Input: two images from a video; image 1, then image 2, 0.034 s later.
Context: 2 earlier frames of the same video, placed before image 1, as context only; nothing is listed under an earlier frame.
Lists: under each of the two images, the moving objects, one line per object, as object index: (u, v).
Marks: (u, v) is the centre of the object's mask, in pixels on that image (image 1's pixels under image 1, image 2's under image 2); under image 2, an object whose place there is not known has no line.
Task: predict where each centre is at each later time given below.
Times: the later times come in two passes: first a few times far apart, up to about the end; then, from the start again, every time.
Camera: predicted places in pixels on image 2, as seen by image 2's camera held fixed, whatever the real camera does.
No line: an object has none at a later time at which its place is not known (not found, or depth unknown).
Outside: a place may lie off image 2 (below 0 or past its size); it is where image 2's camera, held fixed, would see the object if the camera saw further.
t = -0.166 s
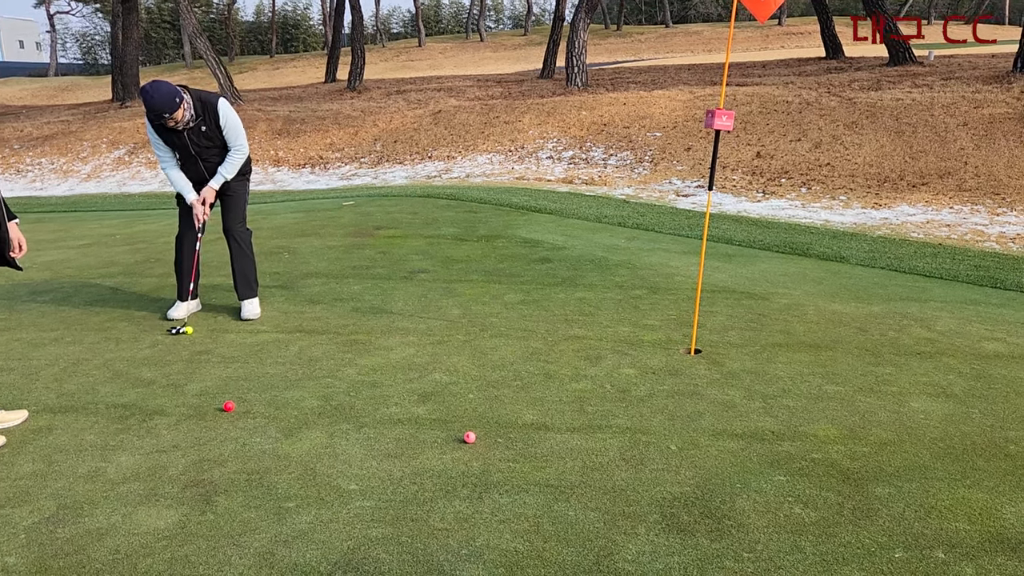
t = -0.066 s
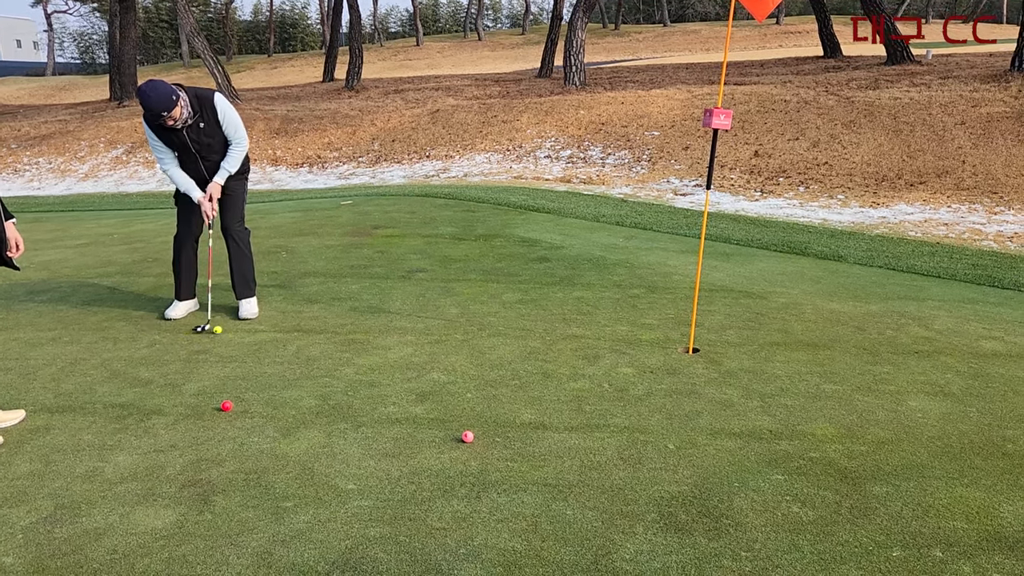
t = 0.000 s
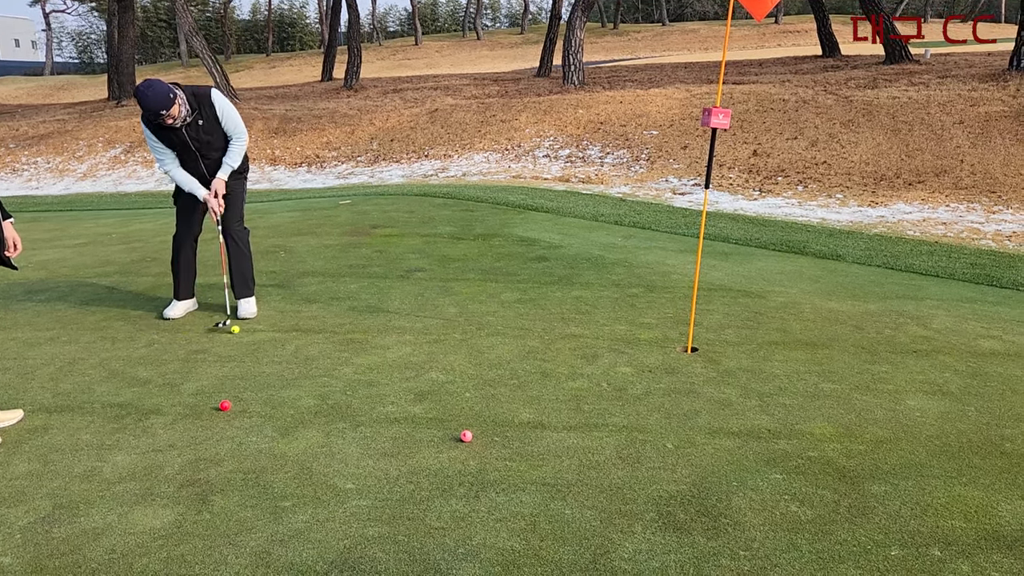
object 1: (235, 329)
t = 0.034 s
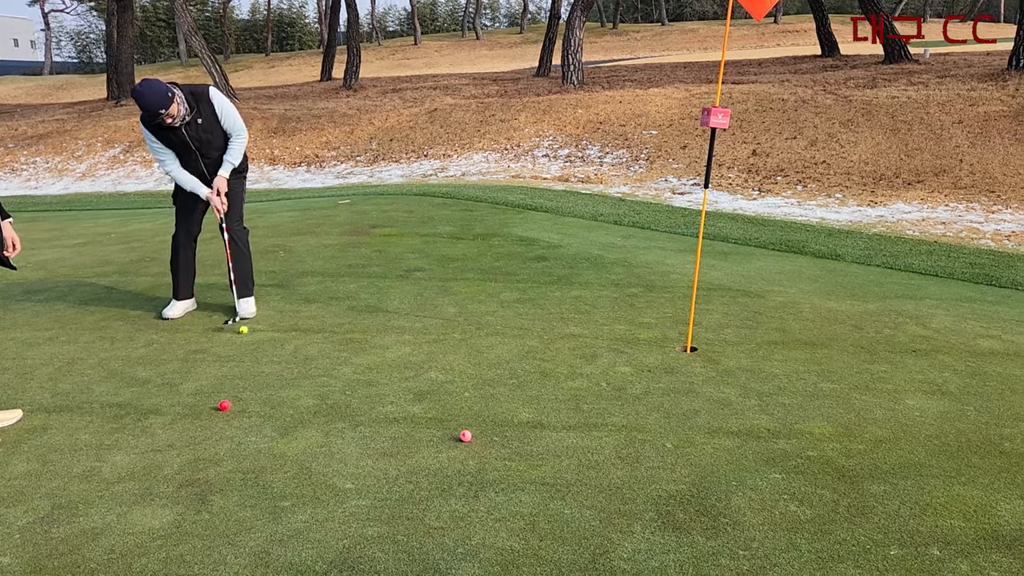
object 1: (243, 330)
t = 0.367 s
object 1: (330, 332)
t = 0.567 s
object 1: (378, 335)
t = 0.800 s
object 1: (430, 339)
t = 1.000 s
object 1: (472, 342)
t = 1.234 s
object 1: (518, 347)
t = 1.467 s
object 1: (561, 352)
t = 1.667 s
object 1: (595, 357)
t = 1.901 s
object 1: (633, 362)
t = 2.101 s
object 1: (663, 367)
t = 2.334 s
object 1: (696, 372)
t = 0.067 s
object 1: (252, 329)
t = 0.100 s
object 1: (261, 330)
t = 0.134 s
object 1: (270, 330)
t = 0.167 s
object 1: (279, 330)
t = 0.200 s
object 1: (288, 331)
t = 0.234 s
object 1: (296, 331)
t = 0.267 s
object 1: (305, 332)
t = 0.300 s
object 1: (313, 332)
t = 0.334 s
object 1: (321, 332)
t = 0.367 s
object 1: (330, 332)
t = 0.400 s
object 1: (338, 333)
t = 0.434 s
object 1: (346, 333)
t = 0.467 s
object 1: (355, 334)
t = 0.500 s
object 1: (362, 335)
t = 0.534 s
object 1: (370, 335)
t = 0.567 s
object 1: (378, 335)
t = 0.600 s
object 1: (385, 336)
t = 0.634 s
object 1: (393, 336)
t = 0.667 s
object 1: (400, 337)
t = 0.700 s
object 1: (408, 337)
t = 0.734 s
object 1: (415, 338)
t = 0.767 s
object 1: (423, 339)
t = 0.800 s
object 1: (430, 339)
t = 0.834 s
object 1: (437, 340)
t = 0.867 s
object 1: (444, 340)
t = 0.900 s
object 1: (451, 341)
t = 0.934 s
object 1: (458, 342)
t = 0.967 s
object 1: (466, 342)
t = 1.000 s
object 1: (472, 342)
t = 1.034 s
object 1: (479, 343)
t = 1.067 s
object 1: (486, 344)
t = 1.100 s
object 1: (492, 345)
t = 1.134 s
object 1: (499, 345)
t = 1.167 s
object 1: (506, 346)
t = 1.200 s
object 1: (512, 347)
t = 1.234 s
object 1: (518, 347)
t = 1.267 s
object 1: (525, 348)
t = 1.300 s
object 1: (531, 349)
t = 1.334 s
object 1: (537, 349)
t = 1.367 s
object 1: (543, 350)
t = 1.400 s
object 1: (549, 351)
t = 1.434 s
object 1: (555, 352)
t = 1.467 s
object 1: (561, 352)
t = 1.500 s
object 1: (567, 353)
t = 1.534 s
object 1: (573, 354)
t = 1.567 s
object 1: (578, 355)
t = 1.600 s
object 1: (585, 355)
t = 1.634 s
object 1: (590, 356)
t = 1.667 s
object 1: (595, 357)
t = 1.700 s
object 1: (601, 358)
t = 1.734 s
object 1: (606, 358)
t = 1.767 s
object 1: (612, 359)
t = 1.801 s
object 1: (617, 360)
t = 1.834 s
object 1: (622, 361)
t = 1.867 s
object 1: (627, 362)
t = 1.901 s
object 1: (633, 362)
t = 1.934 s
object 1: (638, 363)
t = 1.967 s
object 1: (643, 364)
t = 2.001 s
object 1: (648, 364)
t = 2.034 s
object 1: (653, 365)
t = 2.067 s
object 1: (659, 366)
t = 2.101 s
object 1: (663, 367)
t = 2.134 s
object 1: (668, 367)
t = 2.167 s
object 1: (672, 368)
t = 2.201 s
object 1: (677, 369)
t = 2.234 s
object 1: (682, 370)
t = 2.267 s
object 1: (686, 371)
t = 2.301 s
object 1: (691, 371)
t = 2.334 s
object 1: (696, 372)
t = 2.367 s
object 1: (700, 373)
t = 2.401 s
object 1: (704, 373)
